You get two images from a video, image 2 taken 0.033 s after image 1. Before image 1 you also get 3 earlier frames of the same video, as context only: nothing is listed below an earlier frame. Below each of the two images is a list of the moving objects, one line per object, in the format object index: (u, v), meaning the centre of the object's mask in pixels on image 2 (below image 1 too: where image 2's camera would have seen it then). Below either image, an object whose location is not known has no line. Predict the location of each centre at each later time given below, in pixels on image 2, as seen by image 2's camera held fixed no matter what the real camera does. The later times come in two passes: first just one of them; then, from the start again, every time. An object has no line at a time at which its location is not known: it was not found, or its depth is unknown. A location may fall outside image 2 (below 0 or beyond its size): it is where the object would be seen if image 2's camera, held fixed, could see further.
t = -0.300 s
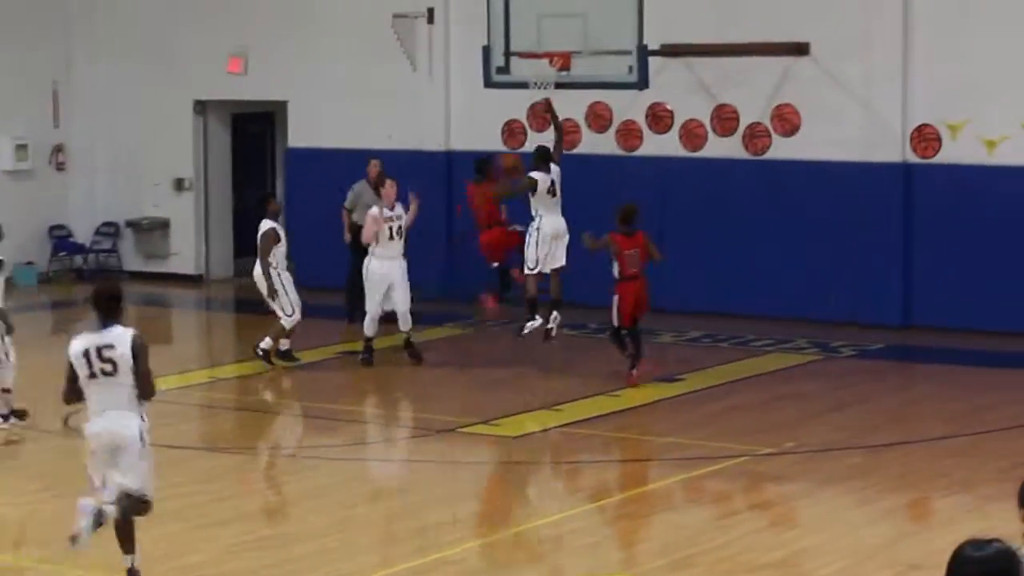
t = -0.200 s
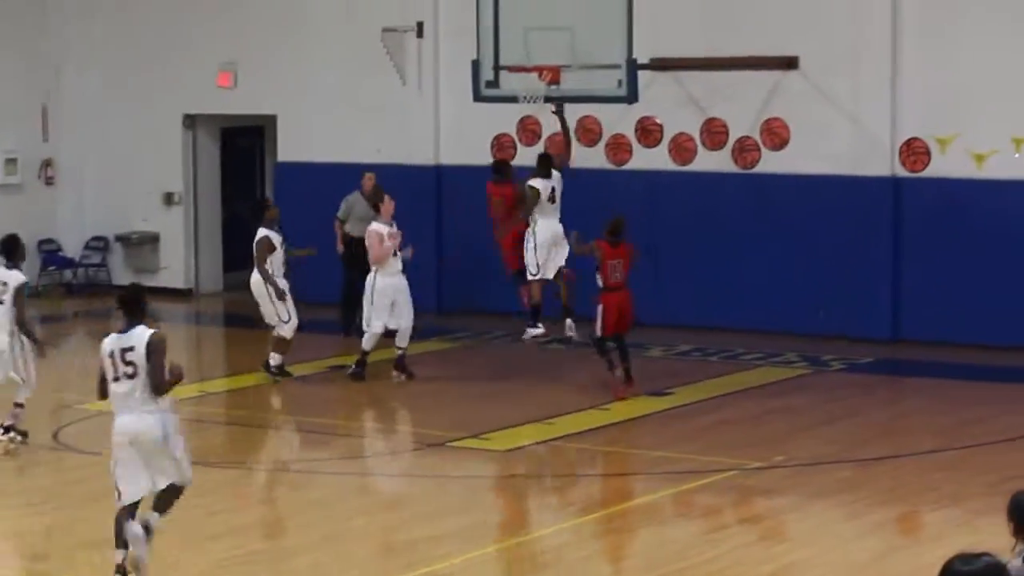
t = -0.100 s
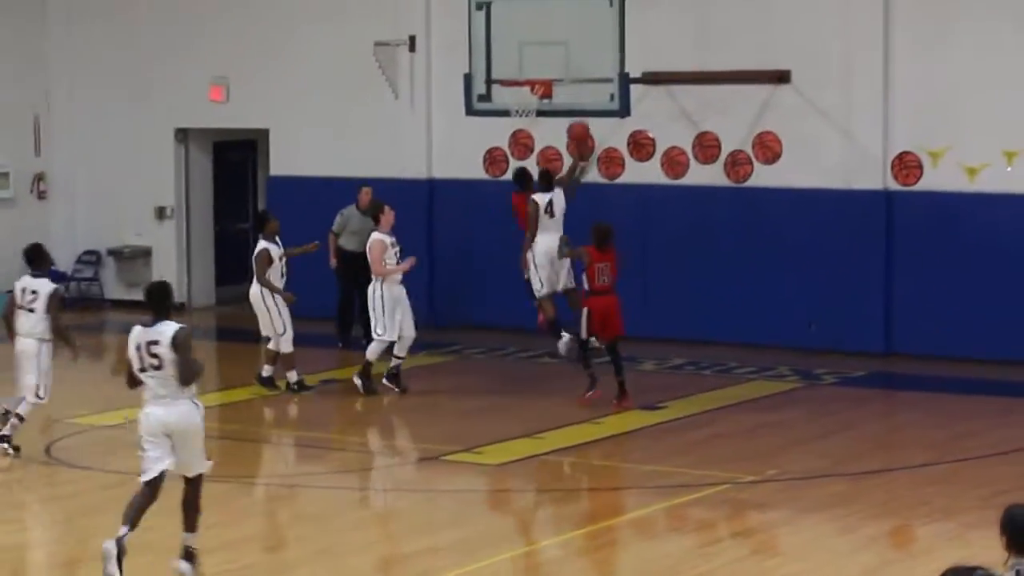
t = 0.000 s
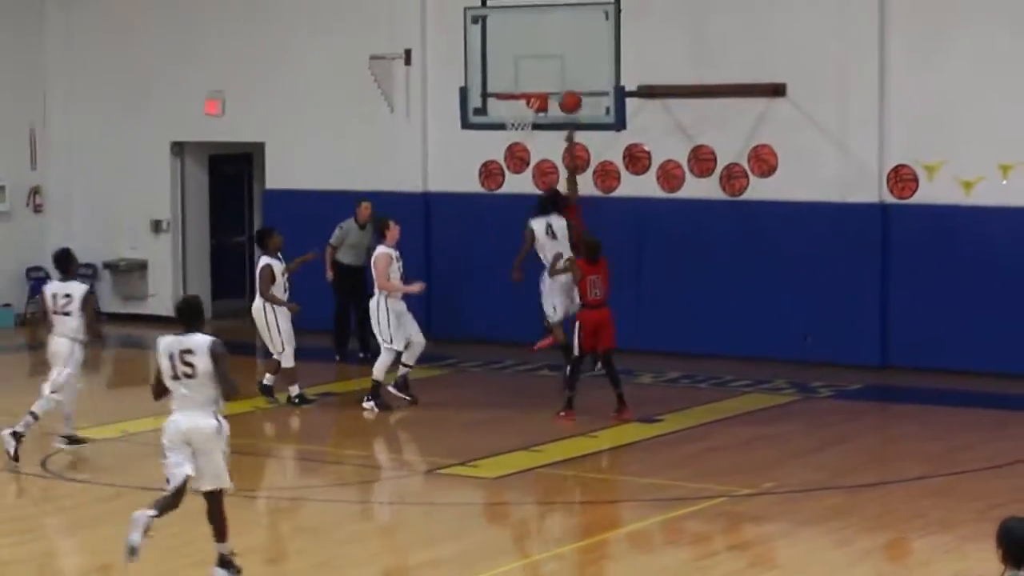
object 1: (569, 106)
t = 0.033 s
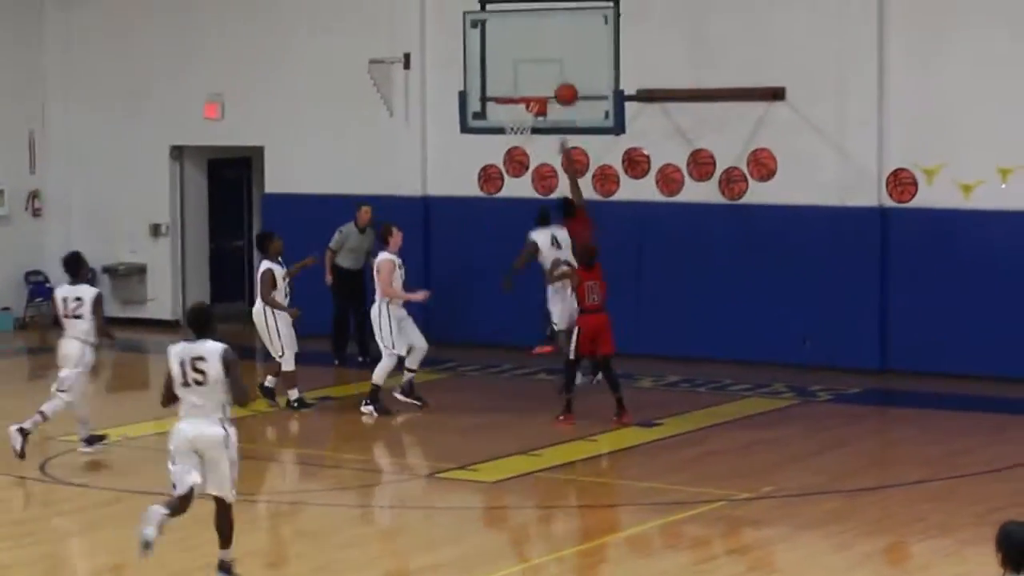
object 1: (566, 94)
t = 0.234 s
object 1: (541, 57)
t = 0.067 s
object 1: (563, 83)
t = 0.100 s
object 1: (560, 73)
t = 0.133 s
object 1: (556, 66)
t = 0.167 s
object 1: (551, 62)
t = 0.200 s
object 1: (546, 59)
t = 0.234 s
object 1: (541, 57)
